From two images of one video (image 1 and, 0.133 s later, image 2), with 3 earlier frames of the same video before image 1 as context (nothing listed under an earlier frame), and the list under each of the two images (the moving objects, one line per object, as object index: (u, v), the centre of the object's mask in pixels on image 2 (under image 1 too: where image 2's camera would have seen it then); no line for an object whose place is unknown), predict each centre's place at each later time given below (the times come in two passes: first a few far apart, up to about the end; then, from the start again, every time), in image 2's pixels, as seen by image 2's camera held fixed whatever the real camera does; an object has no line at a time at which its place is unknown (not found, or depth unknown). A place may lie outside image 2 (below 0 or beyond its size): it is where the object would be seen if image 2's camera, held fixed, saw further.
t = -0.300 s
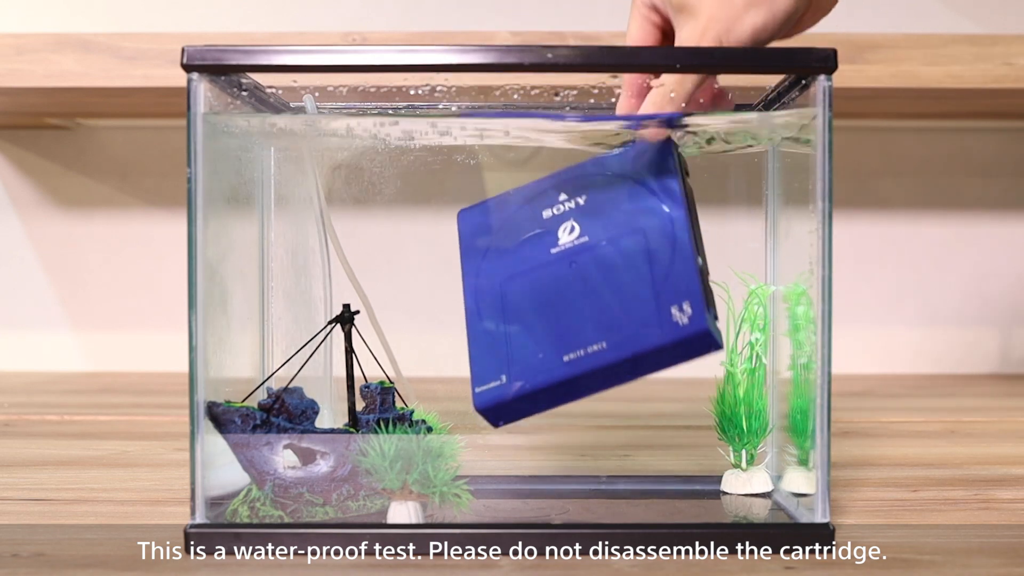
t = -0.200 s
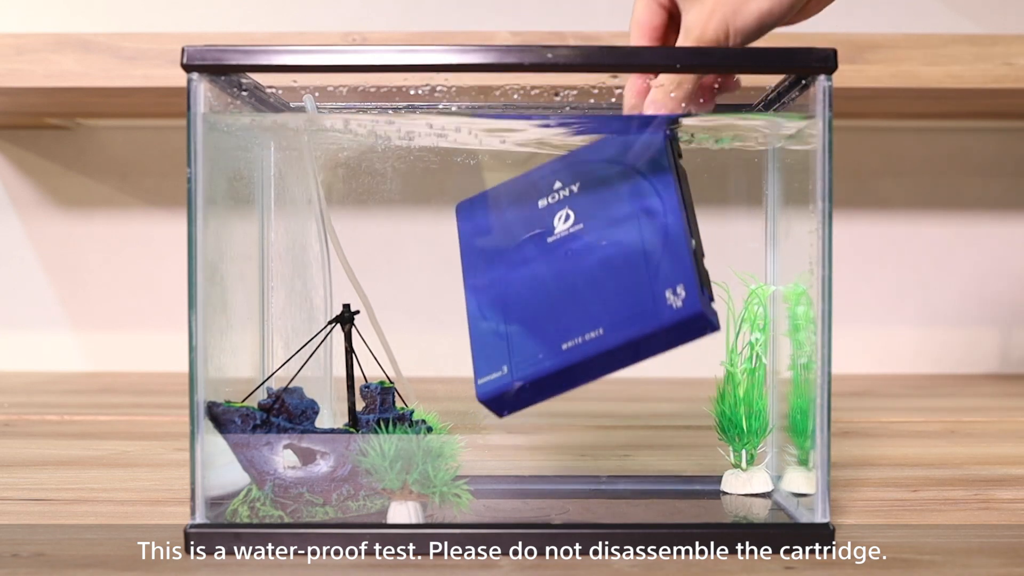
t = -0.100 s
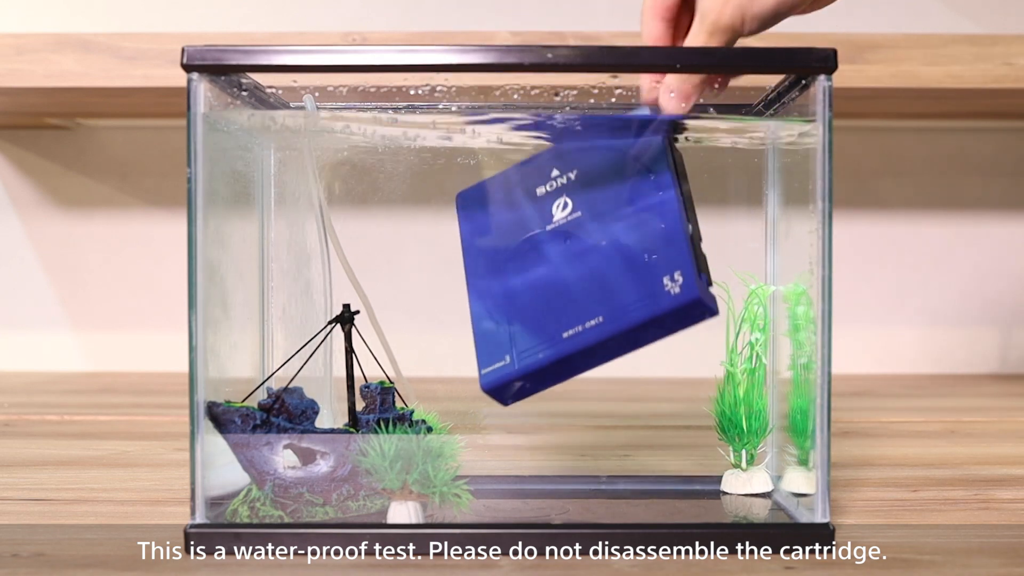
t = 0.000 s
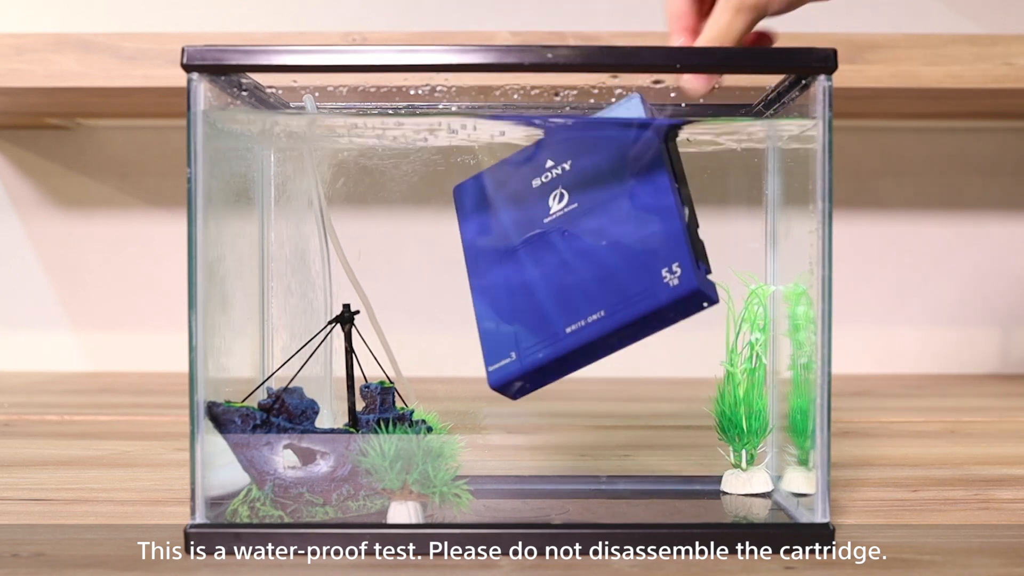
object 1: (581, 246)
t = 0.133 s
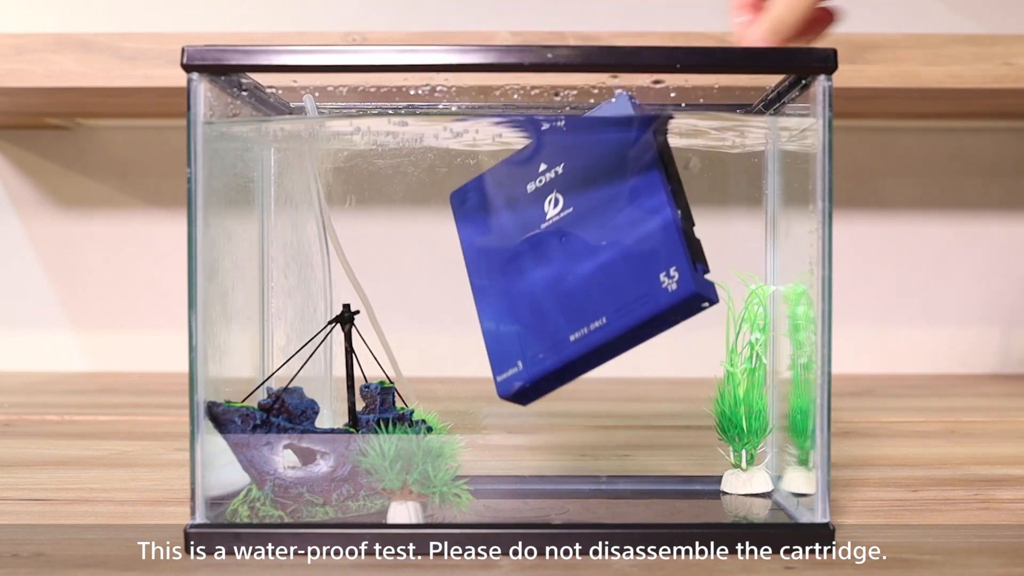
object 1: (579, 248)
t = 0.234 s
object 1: (576, 258)
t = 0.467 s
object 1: (564, 315)
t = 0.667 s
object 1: (564, 333)
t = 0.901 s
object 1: (567, 345)
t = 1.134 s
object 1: (578, 362)
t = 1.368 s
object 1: (600, 385)
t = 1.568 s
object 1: (611, 386)
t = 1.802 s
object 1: (611, 386)
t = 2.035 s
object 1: (612, 386)
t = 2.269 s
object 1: (611, 386)
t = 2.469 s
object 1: (611, 386)
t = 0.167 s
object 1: (578, 250)
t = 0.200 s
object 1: (577, 252)
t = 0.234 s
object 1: (576, 258)
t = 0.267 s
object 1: (574, 273)
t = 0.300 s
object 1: (573, 278)
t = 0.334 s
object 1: (571, 283)
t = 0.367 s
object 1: (569, 290)
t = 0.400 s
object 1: (568, 297)
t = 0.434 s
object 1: (566, 305)
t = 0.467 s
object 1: (564, 315)
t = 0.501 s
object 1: (563, 324)
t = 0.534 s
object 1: (562, 335)
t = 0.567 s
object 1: (562, 338)
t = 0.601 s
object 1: (563, 335)
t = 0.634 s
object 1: (563, 334)
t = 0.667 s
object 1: (564, 333)
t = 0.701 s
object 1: (564, 334)
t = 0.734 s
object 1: (565, 336)
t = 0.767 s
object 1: (565, 339)
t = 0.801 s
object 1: (565, 342)
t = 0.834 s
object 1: (566, 343)
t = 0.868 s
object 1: (566, 344)
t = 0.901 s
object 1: (567, 345)
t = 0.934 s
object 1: (568, 347)
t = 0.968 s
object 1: (569, 349)
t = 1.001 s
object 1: (570, 351)
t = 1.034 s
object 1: (572, 353)
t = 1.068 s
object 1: (573, 355)
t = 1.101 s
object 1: (575, 358)
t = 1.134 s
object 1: (578, 362)
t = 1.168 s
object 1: (581, 366)
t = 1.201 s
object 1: (584, 371)
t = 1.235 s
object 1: (587, 376)
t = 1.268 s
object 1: (590, 380)
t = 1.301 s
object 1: (593, 385)
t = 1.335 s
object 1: (597, 385)
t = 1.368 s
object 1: (600, 385)
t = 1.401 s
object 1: (602, 385)
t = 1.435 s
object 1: (605, 386)
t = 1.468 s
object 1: (607, 386)
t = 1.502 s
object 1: (608, 386)
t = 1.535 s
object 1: (610, 386)
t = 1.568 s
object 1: (611, 386)
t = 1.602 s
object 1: (611, 386)
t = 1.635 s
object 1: (611, 386)
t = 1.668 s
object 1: (611, 386)
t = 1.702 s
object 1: (611, 386)
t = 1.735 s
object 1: (611, 386)
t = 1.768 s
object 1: (612, 386)
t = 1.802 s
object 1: (611, 386)
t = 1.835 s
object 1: (611, 386)
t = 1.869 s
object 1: (612, 386)
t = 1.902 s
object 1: (612, 386)
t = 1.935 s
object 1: (612, 386)
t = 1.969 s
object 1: (612, 386)
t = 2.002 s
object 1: (612, 386)
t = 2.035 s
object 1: (612, 386)
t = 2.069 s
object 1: (612, 386)
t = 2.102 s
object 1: (611, 386)
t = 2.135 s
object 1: (611, 386)
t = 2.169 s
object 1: (611, 386)
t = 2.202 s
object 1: (611, 386)
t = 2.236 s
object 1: (611, 386)
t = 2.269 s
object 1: (611, 386)
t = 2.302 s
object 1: (611, 386)
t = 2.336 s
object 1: (611, 386)
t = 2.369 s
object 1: (611, 386)
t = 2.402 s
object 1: (611, 386)
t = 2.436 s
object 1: (611, 386)
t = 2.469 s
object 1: (611, 386)
